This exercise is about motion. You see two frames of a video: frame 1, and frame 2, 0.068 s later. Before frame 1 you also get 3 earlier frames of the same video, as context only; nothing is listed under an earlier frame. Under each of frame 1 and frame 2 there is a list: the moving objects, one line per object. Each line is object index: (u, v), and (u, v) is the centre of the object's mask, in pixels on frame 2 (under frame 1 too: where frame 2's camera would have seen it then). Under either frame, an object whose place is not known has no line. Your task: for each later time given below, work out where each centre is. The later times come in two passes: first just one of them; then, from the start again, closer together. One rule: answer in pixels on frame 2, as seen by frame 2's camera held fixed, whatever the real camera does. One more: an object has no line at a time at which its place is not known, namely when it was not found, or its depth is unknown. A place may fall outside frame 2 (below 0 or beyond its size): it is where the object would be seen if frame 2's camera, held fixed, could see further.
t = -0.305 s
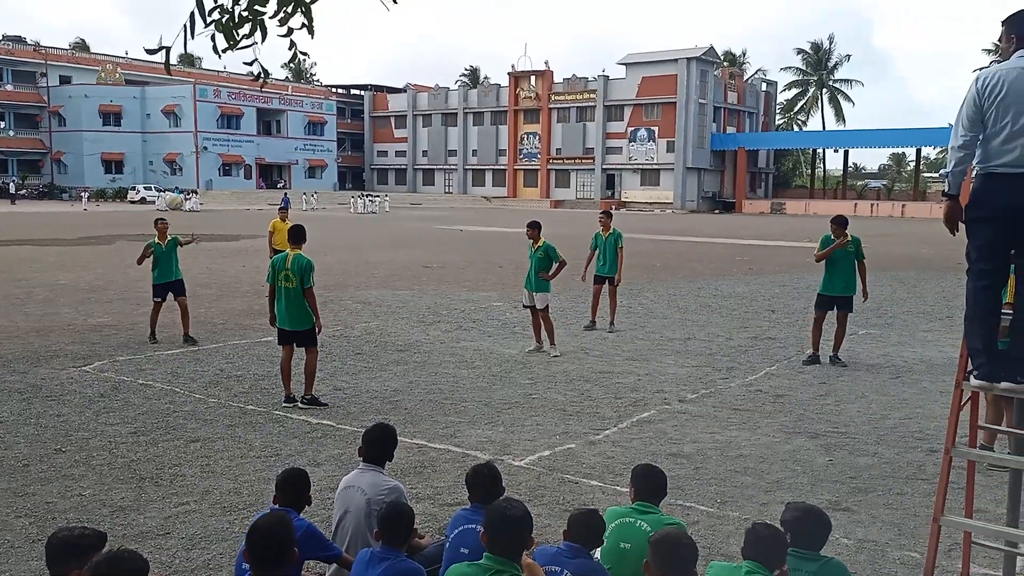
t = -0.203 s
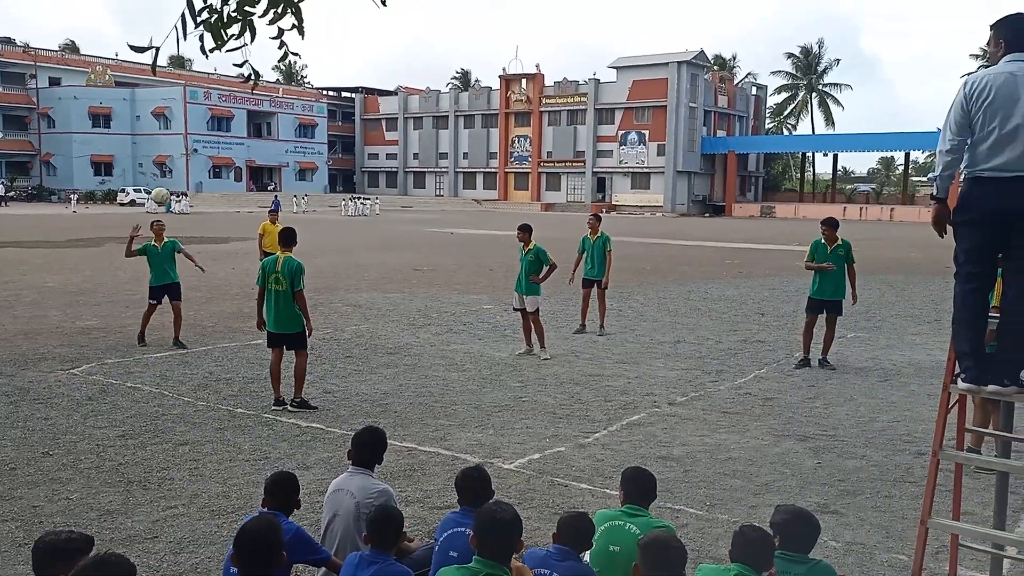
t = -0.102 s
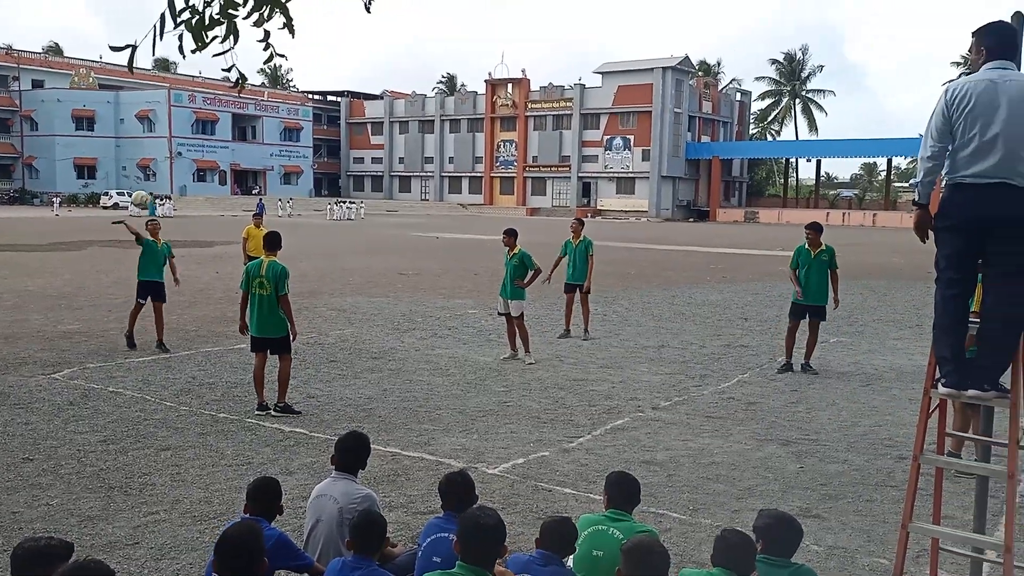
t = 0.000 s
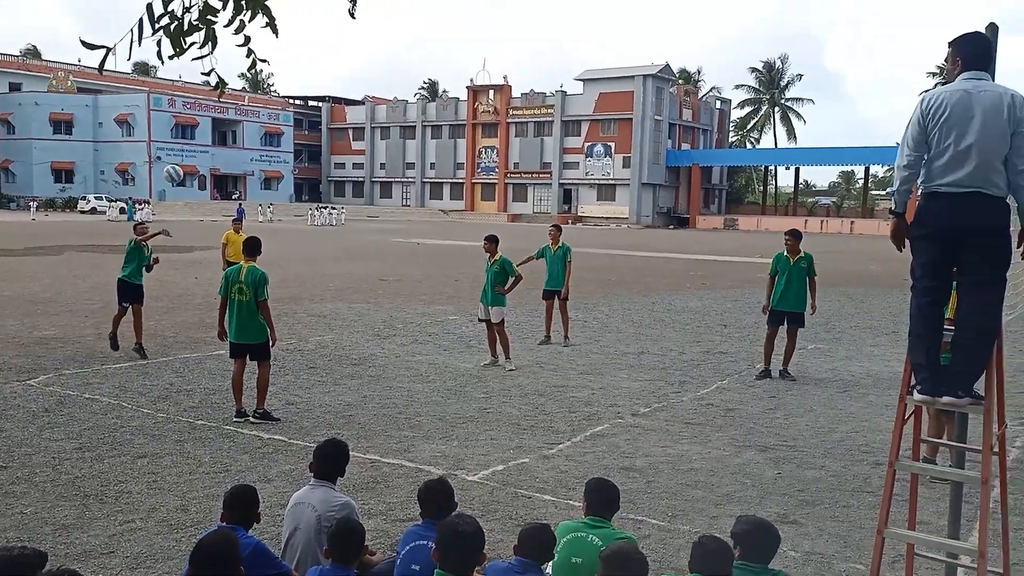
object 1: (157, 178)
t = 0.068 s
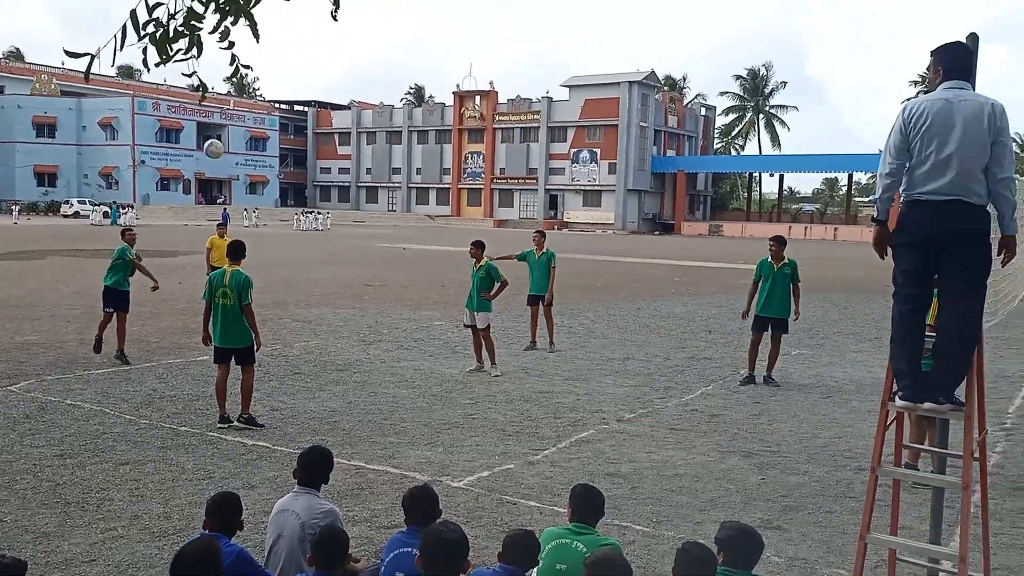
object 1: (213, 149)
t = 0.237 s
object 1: (363, 81)
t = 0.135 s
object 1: (272, 120)
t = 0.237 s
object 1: (363, 81)
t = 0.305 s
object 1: (430, 56)
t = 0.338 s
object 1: (462, 46)
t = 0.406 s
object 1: (536, 21)
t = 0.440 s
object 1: (572, 12)
